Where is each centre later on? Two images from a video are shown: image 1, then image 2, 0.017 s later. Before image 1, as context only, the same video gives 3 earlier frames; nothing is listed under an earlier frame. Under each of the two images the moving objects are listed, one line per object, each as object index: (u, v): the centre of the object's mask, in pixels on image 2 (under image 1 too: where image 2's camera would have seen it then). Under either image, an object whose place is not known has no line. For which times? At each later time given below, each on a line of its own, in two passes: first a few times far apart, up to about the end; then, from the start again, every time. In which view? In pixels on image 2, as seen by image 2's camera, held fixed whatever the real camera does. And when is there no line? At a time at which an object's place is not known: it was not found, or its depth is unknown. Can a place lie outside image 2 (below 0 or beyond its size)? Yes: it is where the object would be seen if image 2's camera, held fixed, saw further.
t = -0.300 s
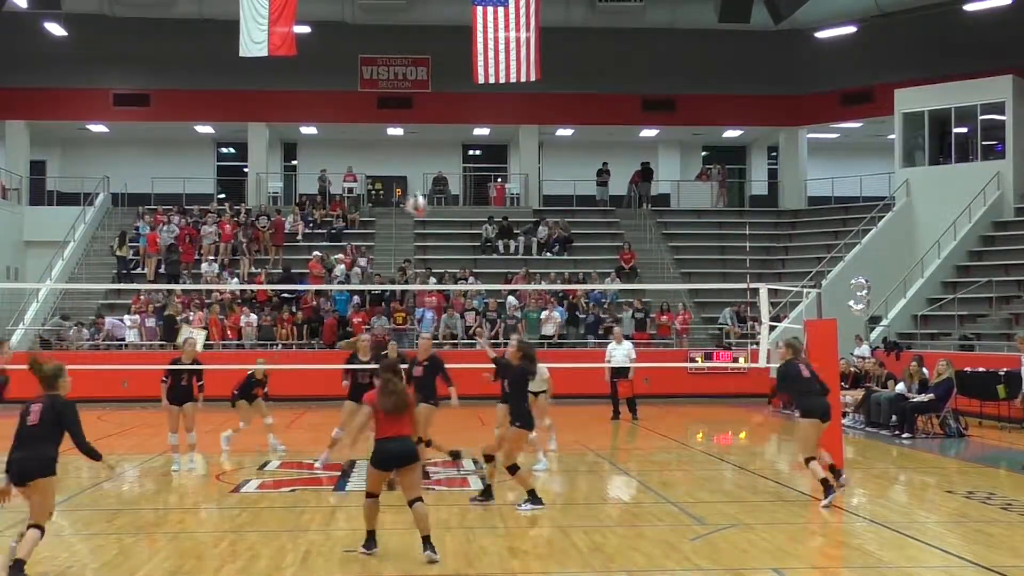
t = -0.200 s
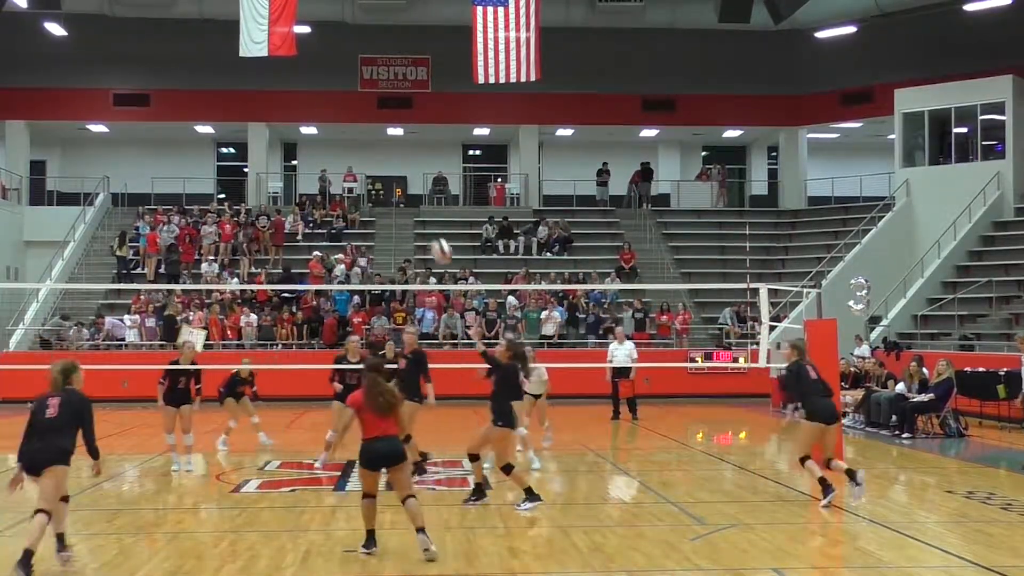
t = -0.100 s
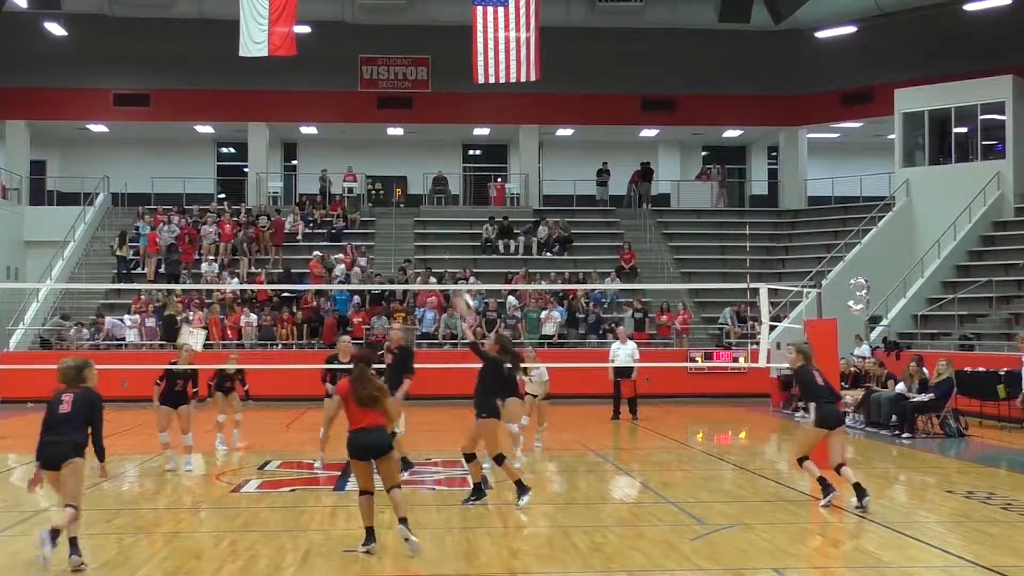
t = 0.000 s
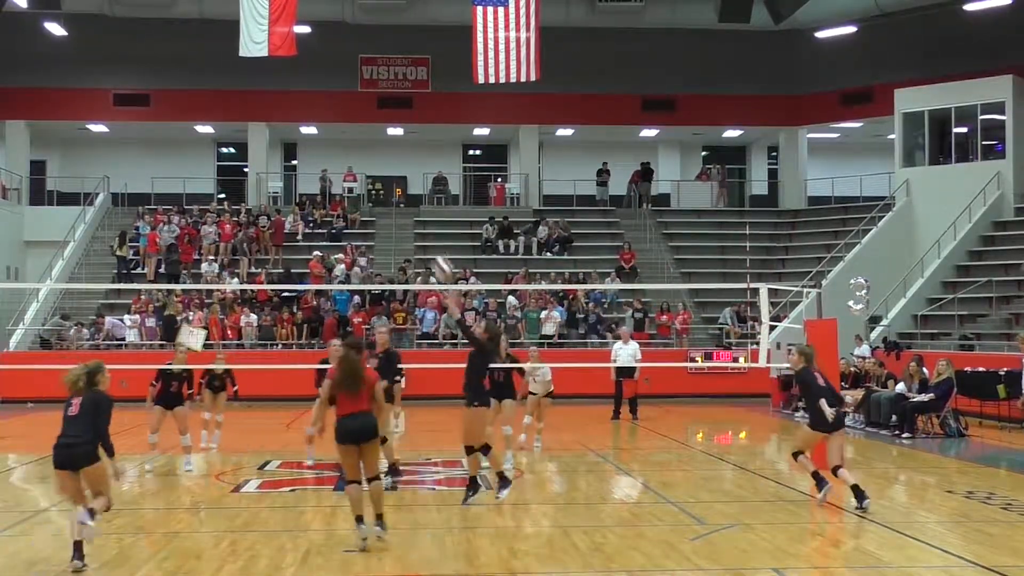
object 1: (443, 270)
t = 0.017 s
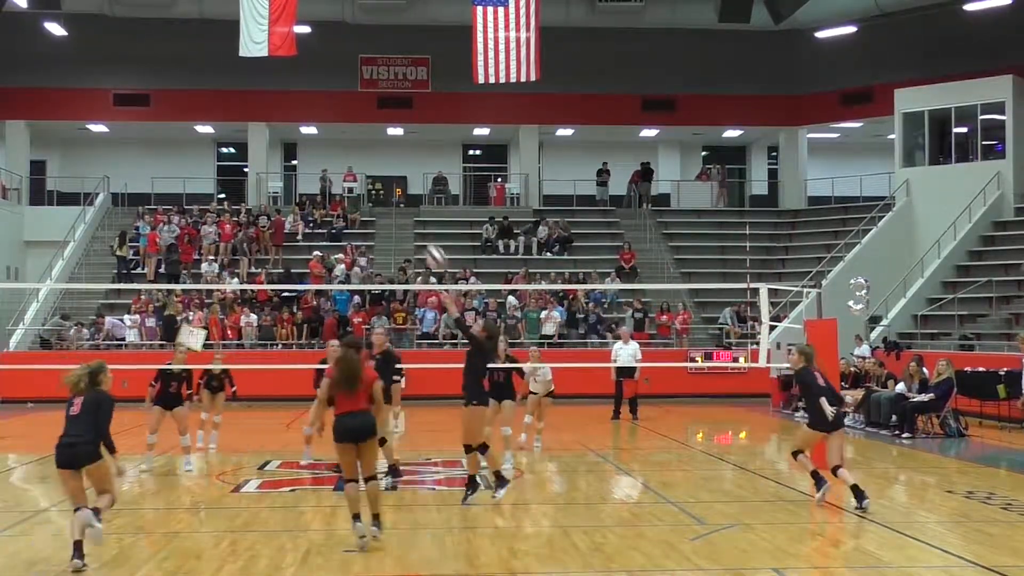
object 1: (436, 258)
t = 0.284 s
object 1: (327, 118)
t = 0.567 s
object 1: (224, 54)
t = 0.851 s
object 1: (127, 68)
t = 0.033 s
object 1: (428, 246)
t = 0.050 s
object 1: (421, 236)
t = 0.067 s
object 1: (415, 226)
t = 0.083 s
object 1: (407, 216)
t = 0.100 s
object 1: (401, 207)
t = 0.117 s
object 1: (394, 197)
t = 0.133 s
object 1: (386, 188)
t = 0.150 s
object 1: (382, 181)
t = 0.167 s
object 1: (373, 170)
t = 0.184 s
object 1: (365, 160)
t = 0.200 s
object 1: (359, 153)
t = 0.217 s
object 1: (352, 145)
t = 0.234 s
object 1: (346, 138)
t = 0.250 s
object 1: (340, 131)
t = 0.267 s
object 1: (334, 124)
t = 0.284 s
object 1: (327, 118)
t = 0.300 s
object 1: (321, 113)
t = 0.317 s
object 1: (314, 108)
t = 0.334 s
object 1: (308, 102)
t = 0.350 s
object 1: (302, 97)
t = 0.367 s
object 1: (296, 92)
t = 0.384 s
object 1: (289, 88)
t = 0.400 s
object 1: (283, 83)
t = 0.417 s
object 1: (278, 79)
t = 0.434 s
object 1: (271, 75)
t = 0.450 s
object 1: (267, 72)
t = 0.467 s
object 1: (260, 69)
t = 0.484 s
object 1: (254, 66)
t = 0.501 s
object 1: (247, 63)
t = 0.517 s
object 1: (241, 61)
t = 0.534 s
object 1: (235, 58)
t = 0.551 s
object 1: (229, 56)
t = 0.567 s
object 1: (224, 54)
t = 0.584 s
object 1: (218, 53)
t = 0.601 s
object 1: (212, 52)
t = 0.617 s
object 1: (207, 52)
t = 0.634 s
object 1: (200, 51)
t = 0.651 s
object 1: (195, 51)
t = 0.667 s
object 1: (189, 51)
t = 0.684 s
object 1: (183, 51)
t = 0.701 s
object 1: (178, 51)
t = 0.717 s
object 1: (172, 52)
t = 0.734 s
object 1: (166, 54)
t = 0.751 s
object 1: (161, 54)
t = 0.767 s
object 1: (156, 56)
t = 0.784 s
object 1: (150, 58)
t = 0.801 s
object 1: (144, 60)
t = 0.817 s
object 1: (139, 62)
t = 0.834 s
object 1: (133, 65)
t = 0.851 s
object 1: (127, 68)
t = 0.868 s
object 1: (122, 71)
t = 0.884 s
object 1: (116, 74)
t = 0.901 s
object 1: (111, 77)
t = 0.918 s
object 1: (105, 82)
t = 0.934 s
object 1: (100, 86)
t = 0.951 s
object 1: (95, 90)
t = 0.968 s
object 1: (90, 94)
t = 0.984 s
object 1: (84, 100)
